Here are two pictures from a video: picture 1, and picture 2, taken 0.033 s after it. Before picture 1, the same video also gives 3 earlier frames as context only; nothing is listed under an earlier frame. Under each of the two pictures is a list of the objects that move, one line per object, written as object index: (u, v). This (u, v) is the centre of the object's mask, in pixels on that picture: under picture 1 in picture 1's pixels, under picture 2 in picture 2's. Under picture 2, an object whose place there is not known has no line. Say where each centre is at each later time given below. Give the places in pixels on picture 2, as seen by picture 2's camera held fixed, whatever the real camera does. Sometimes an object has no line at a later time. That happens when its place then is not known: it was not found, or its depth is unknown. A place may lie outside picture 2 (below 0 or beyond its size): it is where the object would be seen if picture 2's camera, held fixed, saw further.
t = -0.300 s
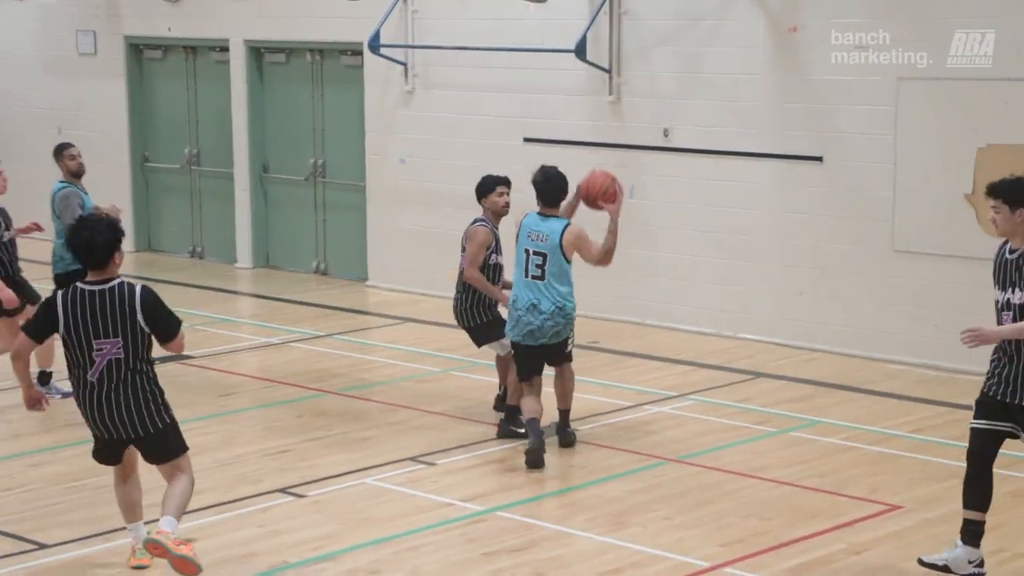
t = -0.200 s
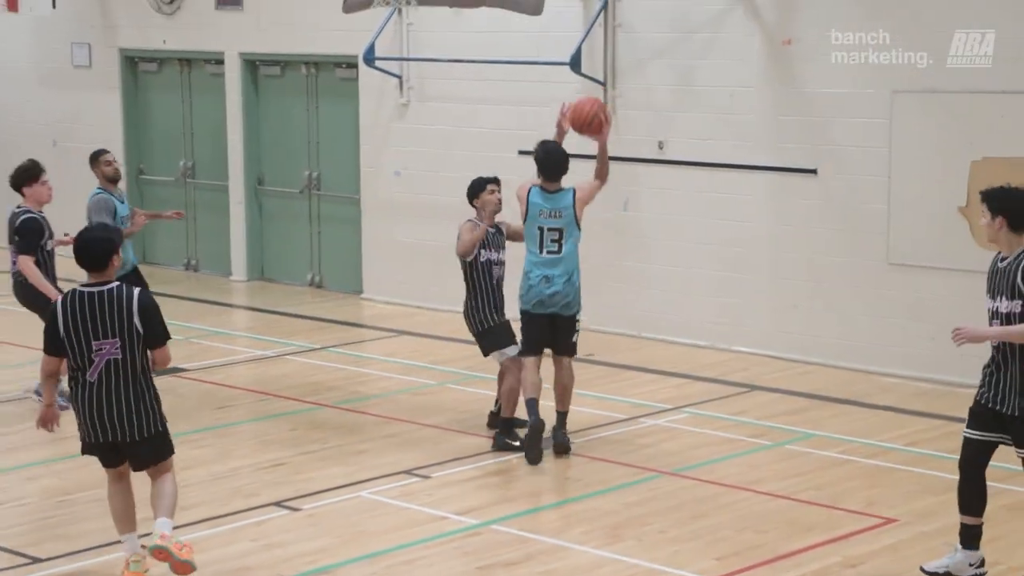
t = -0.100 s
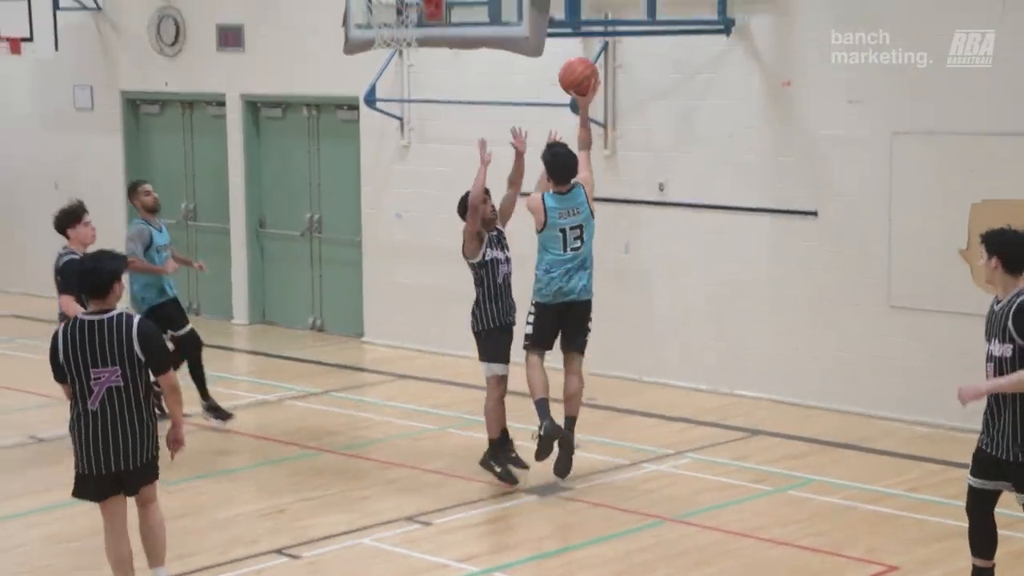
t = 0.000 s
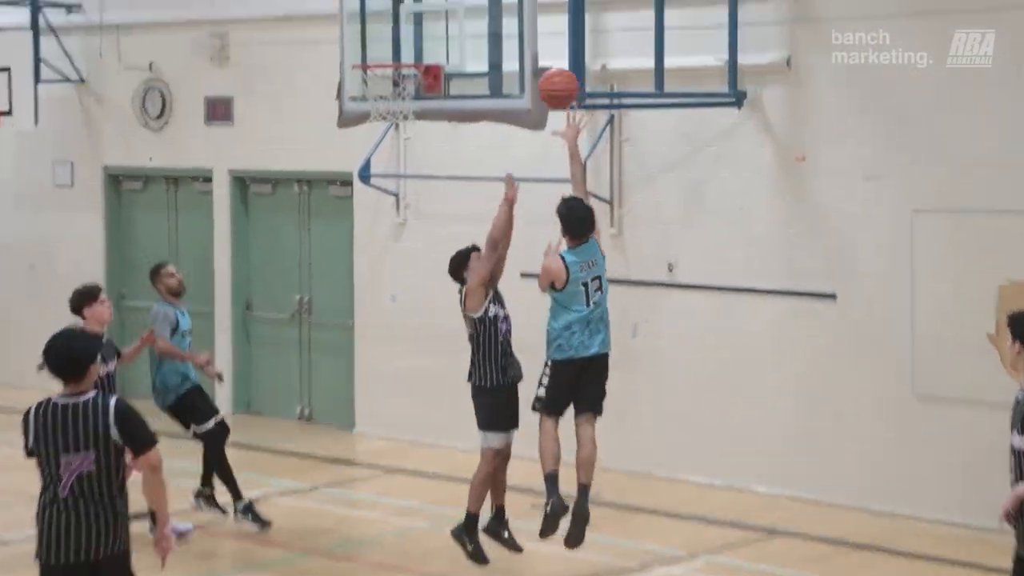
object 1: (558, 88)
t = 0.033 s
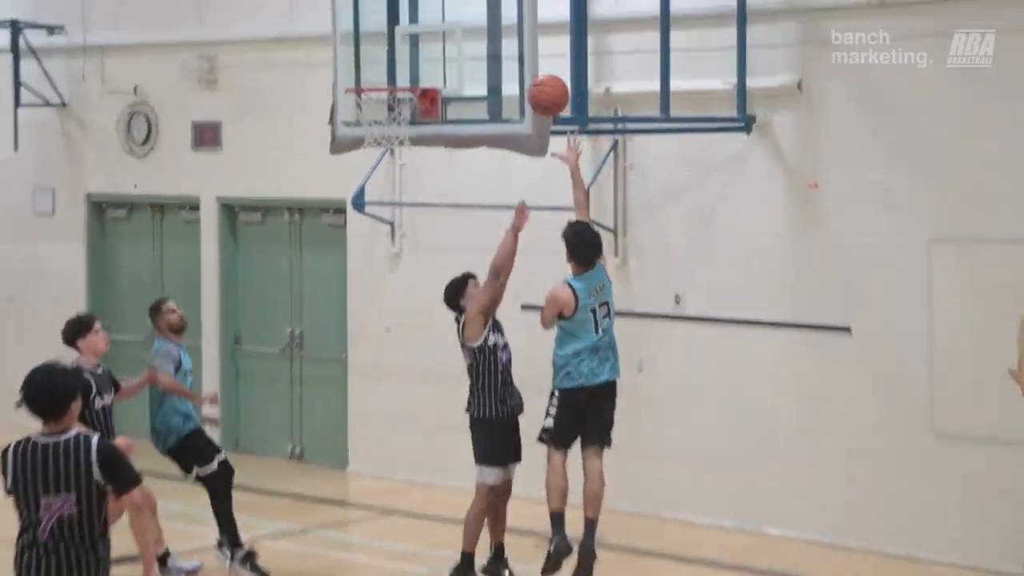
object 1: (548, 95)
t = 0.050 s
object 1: (542, 89)
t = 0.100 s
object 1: (522, 68)
